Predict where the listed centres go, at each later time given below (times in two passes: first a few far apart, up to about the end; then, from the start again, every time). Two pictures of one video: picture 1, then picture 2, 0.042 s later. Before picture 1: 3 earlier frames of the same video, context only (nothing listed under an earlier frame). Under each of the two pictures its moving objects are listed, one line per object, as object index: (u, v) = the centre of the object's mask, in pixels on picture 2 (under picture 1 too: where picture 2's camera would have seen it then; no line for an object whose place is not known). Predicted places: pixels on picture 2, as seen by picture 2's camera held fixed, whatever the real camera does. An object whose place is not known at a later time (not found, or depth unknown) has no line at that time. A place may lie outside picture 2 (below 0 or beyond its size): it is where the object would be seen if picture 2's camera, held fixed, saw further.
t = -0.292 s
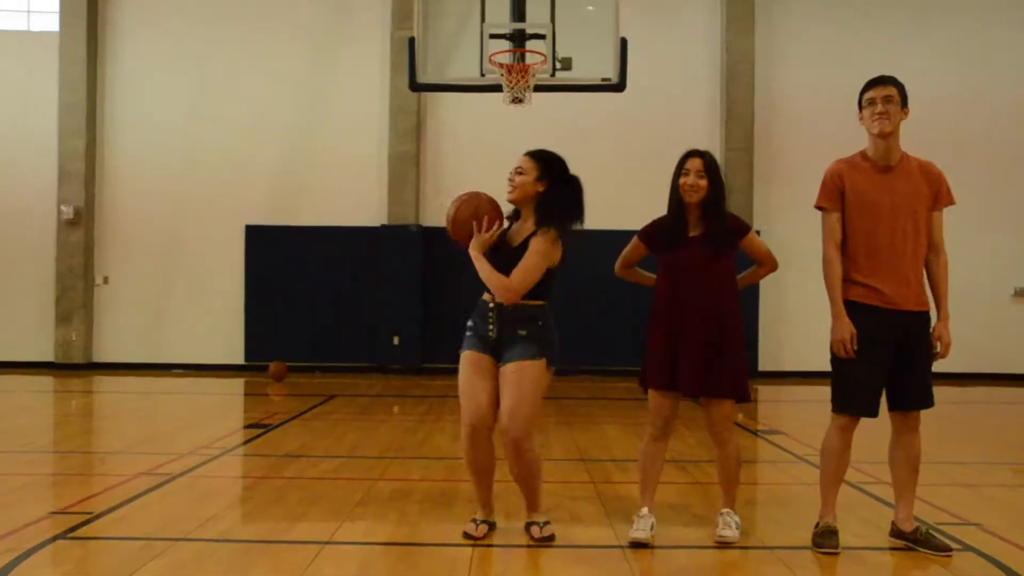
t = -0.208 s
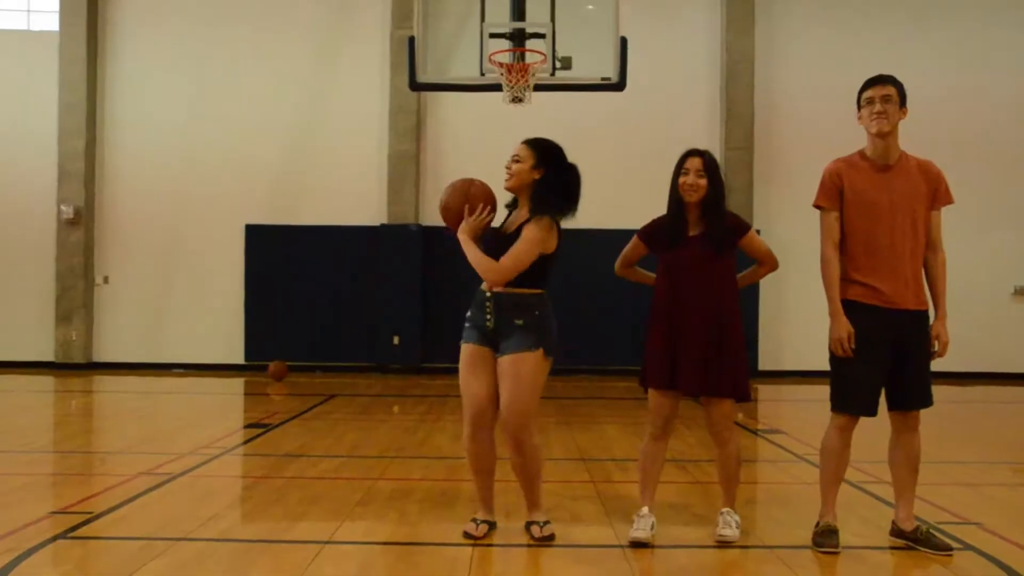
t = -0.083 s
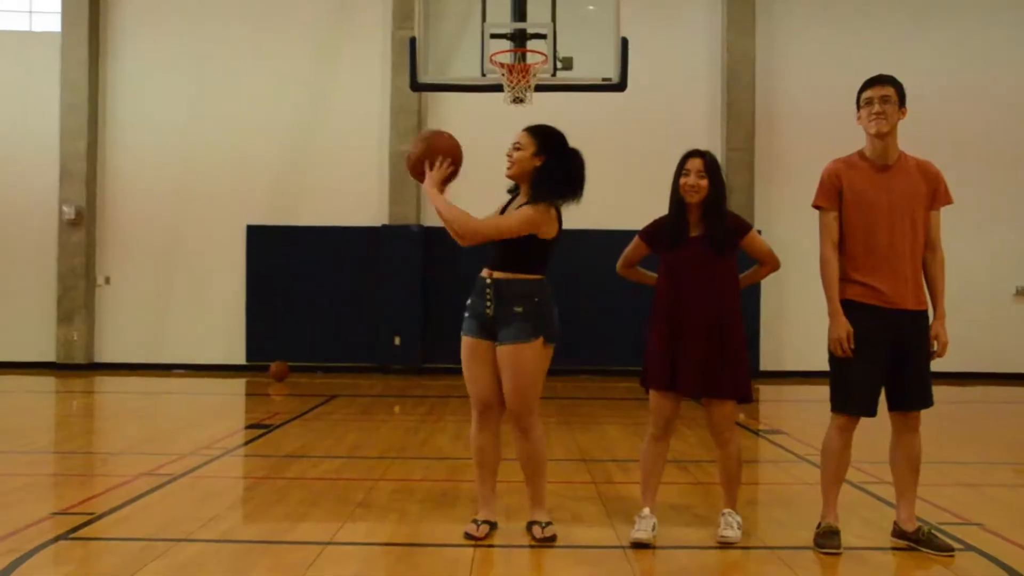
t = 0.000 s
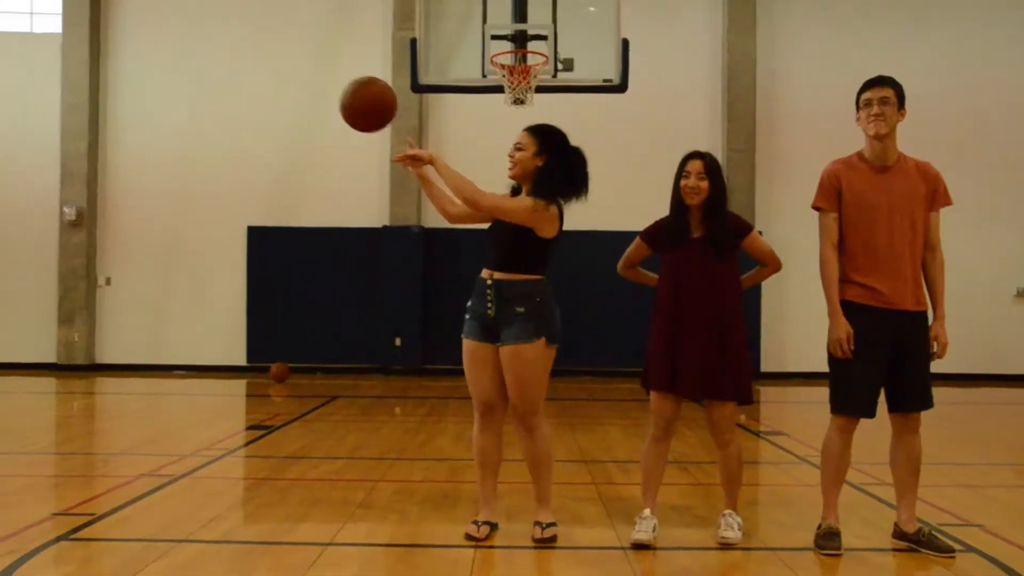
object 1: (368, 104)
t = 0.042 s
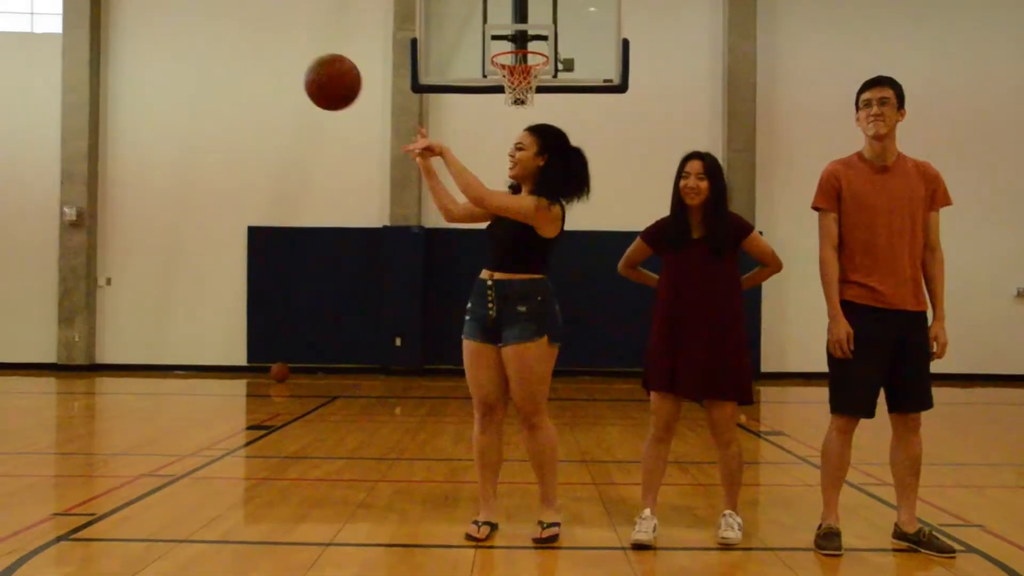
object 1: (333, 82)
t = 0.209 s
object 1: (190, 32)
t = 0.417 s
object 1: (19, 57)
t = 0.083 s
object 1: (297, 64)
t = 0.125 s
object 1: (261, 49)
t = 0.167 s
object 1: (226, 38)
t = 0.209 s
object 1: (190, 32)
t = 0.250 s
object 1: (154, 29)
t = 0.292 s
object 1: (119, 30)
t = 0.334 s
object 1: (82, 34)
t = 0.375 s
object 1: (45, 43)
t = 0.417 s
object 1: (19, 57)
